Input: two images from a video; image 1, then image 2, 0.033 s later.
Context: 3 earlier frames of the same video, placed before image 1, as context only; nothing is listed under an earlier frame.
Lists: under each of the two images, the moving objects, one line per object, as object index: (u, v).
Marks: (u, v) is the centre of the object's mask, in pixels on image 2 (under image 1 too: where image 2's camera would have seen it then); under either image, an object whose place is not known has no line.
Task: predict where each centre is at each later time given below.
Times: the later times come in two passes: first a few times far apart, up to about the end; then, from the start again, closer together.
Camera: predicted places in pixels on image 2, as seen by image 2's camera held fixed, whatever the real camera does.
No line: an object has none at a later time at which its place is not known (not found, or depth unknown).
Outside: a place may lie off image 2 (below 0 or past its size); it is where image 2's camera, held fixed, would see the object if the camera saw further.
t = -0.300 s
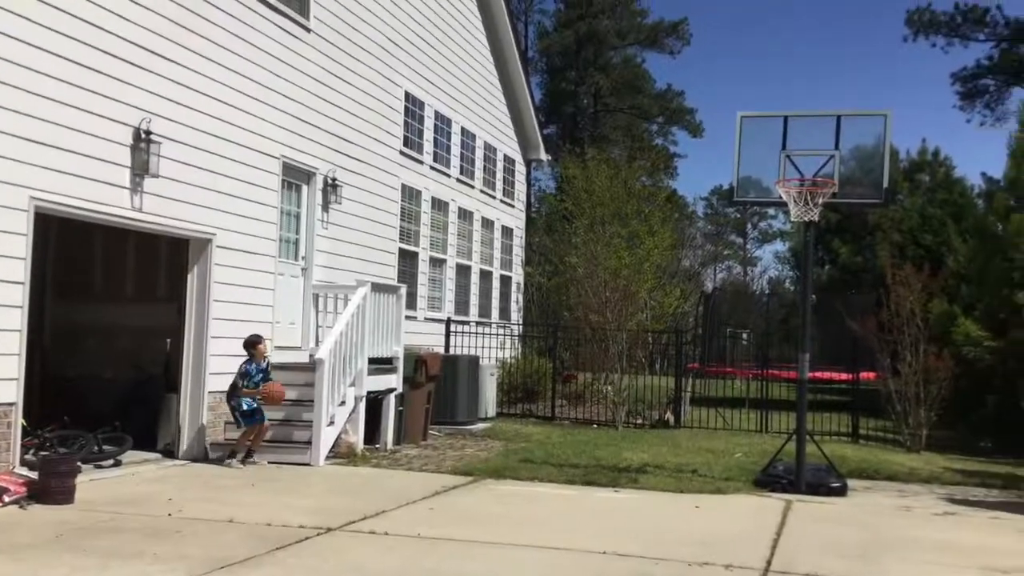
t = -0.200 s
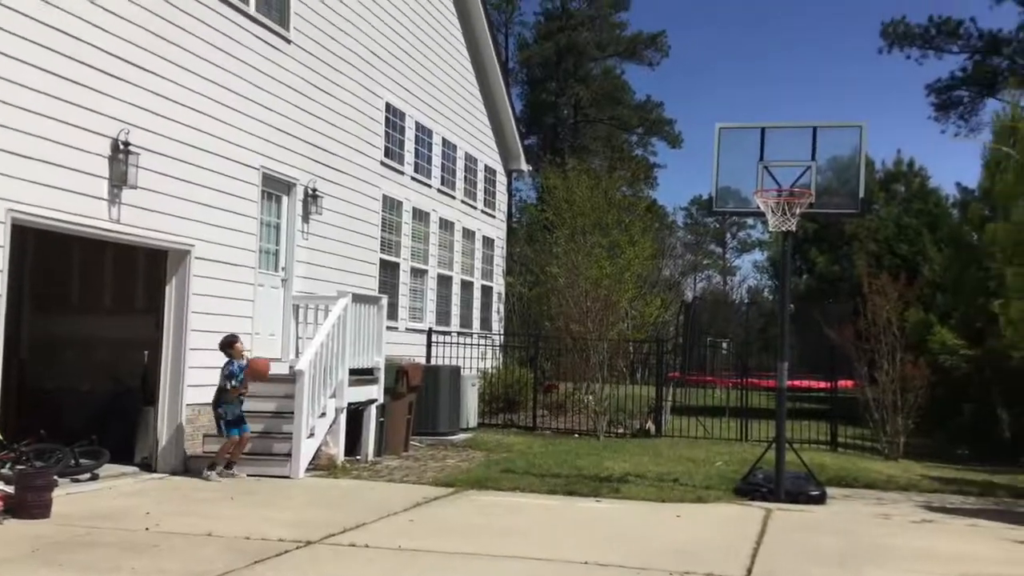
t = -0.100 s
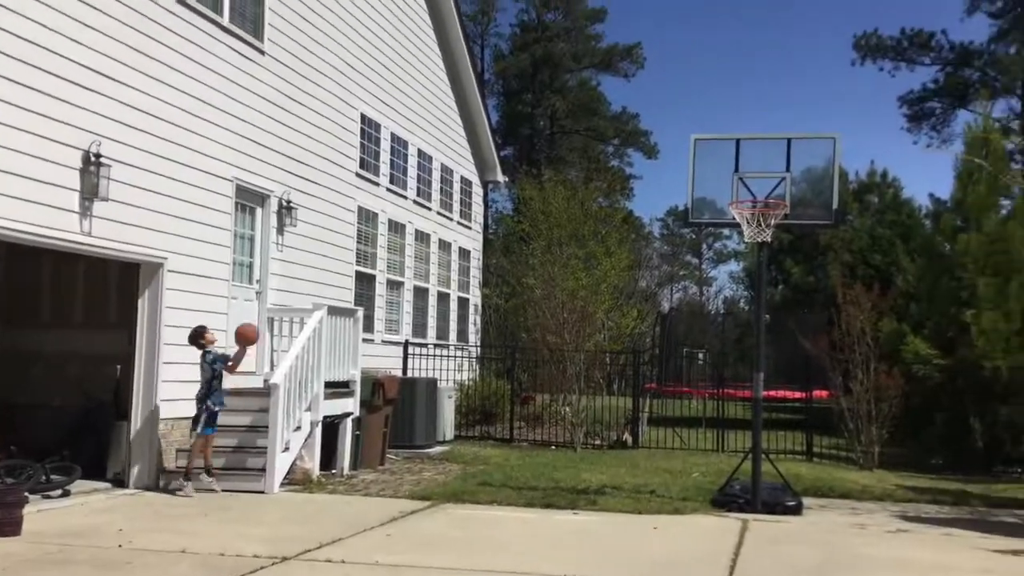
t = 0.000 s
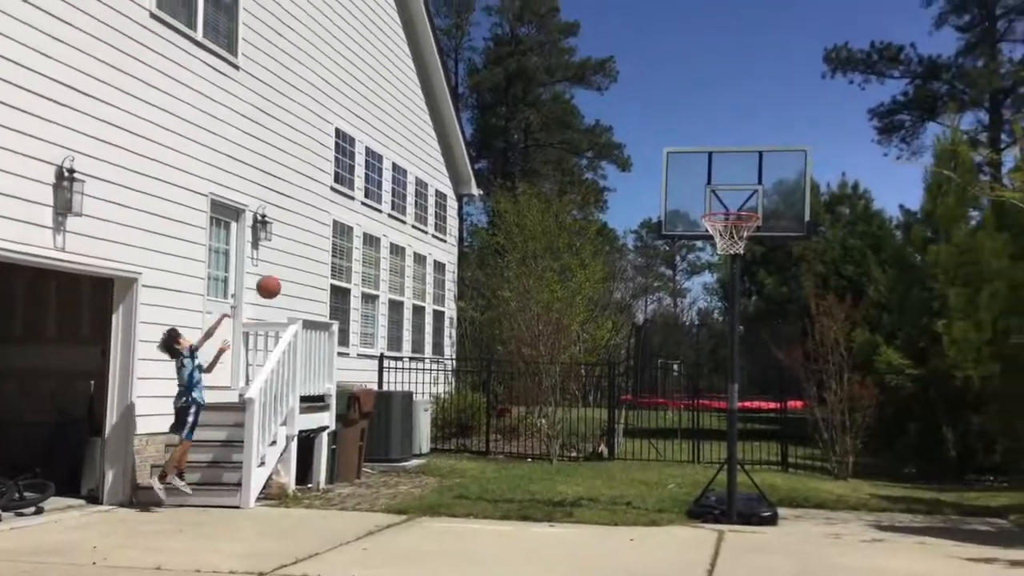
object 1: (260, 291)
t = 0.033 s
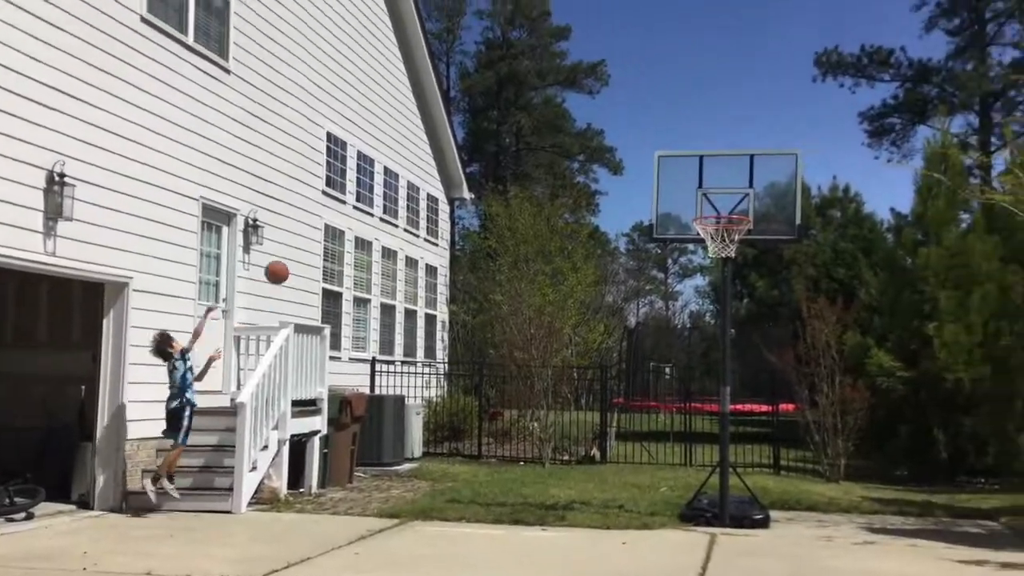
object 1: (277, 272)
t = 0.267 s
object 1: (391, 175)
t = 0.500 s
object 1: (505, 136)
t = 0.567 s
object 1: (537, 134)
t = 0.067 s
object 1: (293, 254)
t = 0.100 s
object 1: (310, 238)
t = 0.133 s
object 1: (326, 223)
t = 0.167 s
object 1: (343, 210)
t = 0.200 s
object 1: (359, 198)
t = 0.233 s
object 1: (375, 186)
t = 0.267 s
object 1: (391, 175)
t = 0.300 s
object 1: (408, 166)
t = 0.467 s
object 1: (488, 138)
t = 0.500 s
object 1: (505, 136)
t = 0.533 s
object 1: (521, 135)
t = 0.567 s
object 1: (537, 134)
